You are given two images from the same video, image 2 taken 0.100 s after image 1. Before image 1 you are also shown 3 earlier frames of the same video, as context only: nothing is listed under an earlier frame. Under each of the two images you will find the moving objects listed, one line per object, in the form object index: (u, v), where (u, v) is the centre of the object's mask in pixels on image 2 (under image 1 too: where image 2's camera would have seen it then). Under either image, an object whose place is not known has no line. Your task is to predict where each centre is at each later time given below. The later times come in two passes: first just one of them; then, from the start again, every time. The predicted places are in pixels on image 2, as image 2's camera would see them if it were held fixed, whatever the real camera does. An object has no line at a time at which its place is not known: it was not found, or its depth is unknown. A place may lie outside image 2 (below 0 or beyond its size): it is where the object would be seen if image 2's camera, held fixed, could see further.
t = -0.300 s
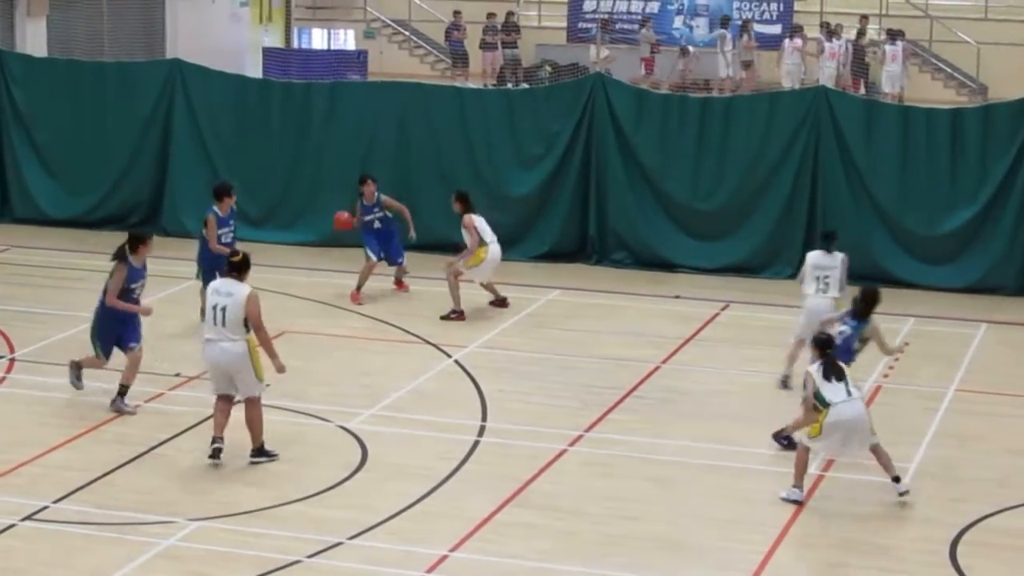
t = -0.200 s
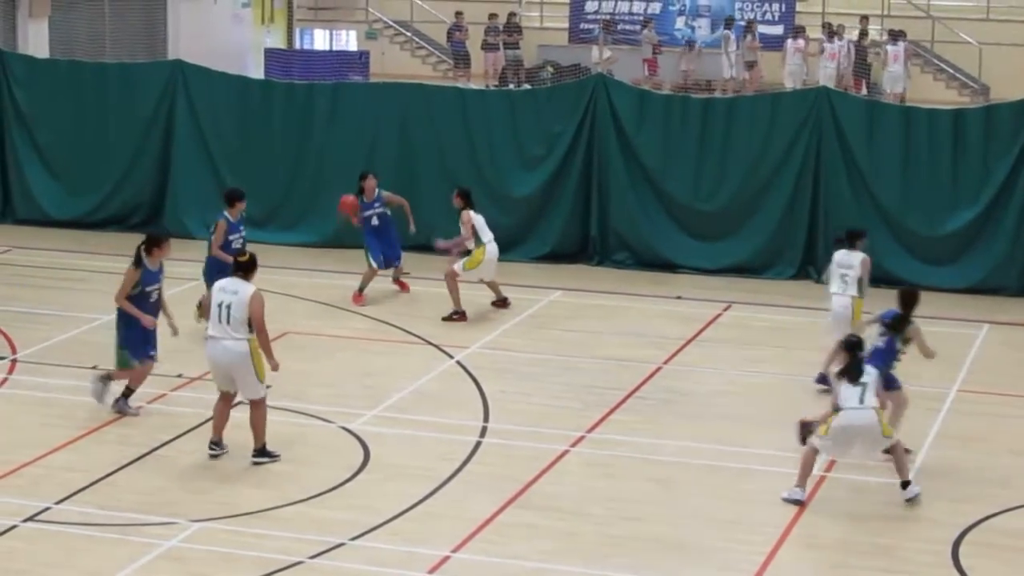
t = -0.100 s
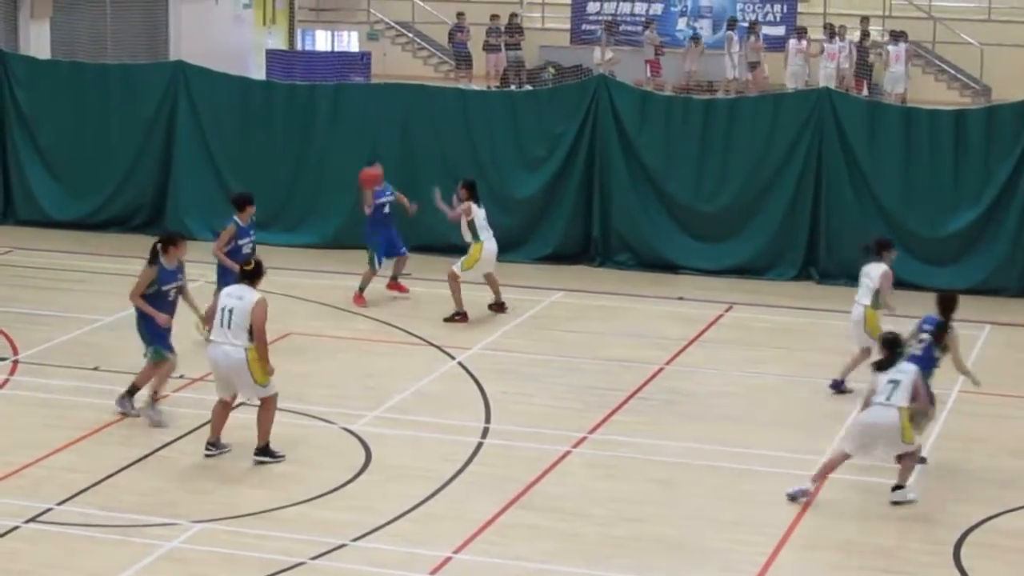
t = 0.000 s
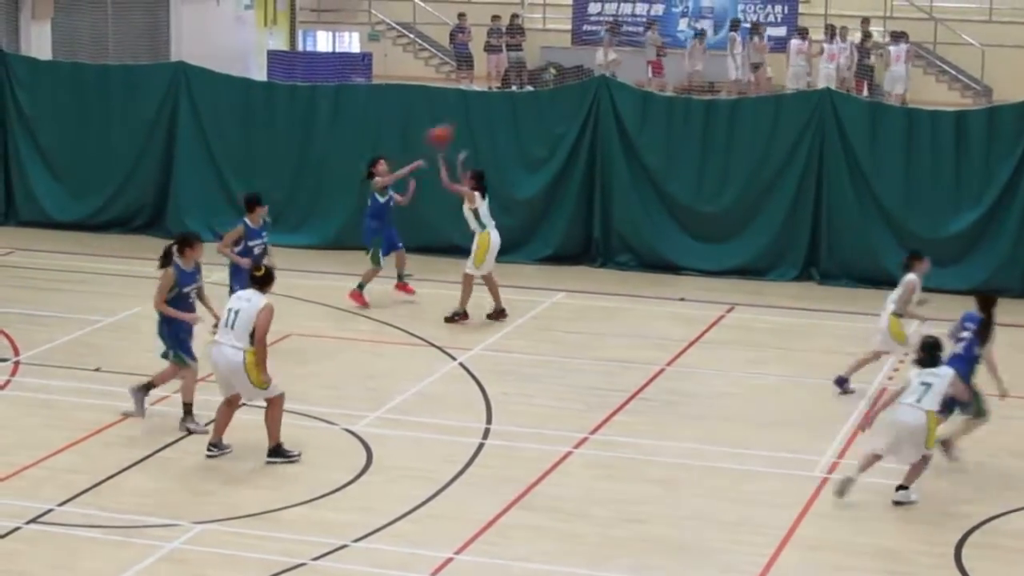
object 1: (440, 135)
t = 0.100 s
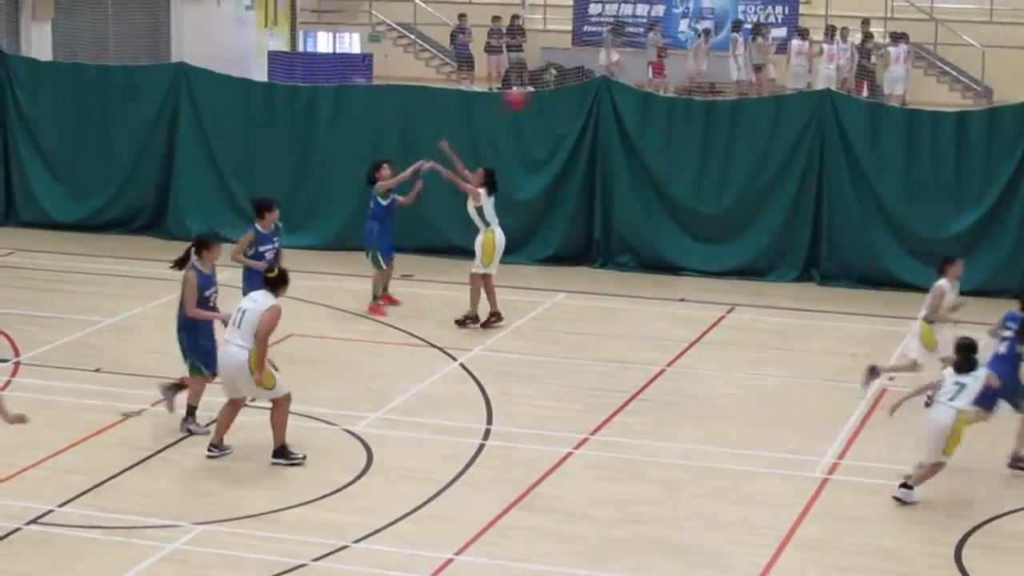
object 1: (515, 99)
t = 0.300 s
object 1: (677, 47)
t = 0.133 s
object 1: (544, 87)
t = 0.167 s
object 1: (571, 79)
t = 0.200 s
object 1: (597, 70)
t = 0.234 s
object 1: (622, 61)
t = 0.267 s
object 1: (653, 57)
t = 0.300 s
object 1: (677, 47)
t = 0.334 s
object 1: (707, 41)
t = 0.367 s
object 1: (734, 36)
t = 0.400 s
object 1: (764, 33)
